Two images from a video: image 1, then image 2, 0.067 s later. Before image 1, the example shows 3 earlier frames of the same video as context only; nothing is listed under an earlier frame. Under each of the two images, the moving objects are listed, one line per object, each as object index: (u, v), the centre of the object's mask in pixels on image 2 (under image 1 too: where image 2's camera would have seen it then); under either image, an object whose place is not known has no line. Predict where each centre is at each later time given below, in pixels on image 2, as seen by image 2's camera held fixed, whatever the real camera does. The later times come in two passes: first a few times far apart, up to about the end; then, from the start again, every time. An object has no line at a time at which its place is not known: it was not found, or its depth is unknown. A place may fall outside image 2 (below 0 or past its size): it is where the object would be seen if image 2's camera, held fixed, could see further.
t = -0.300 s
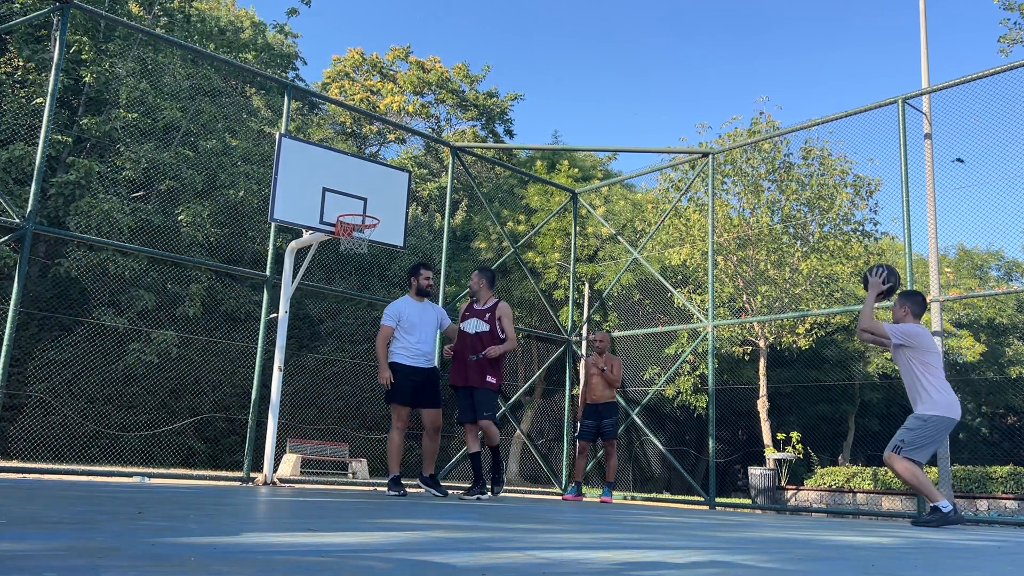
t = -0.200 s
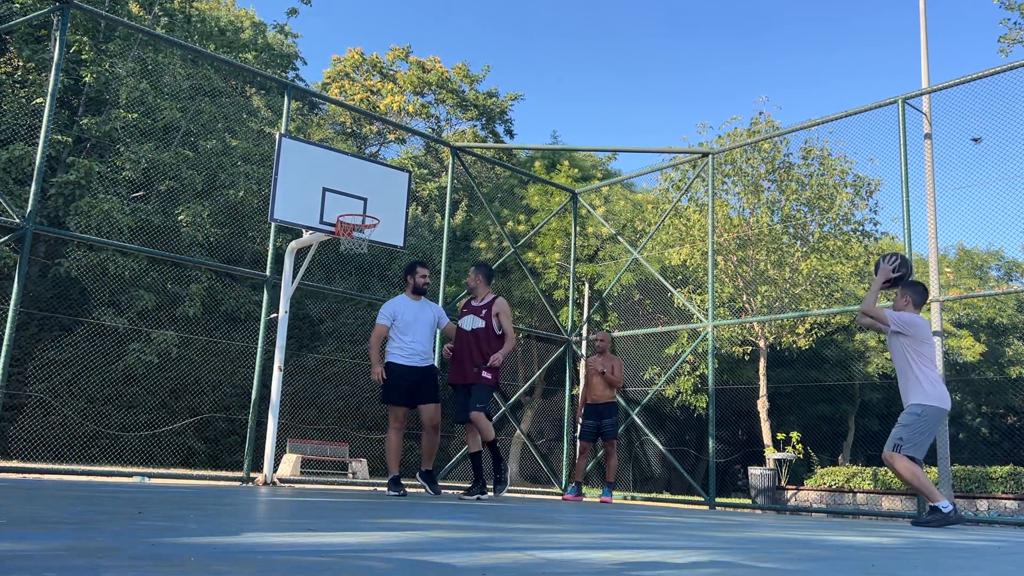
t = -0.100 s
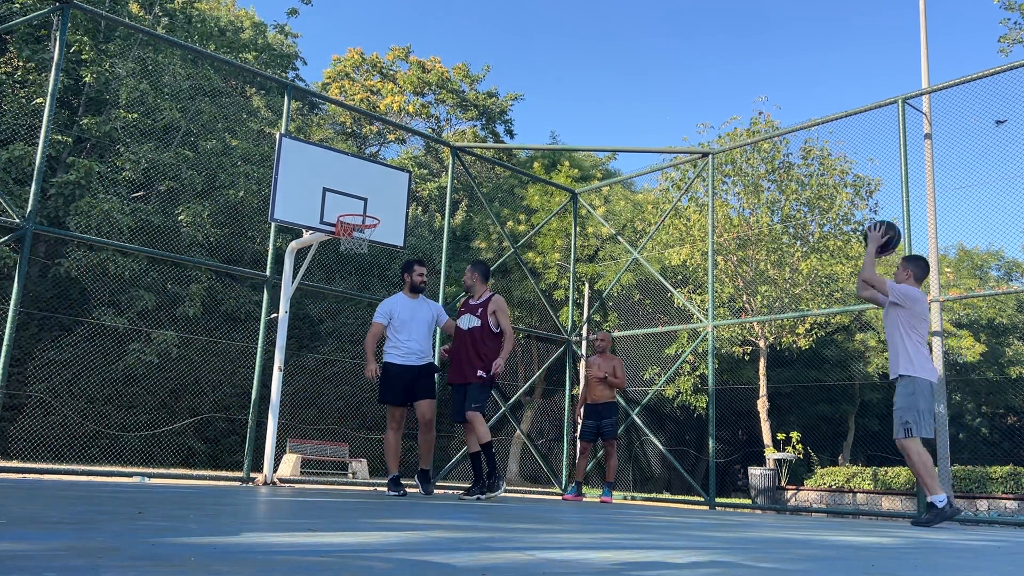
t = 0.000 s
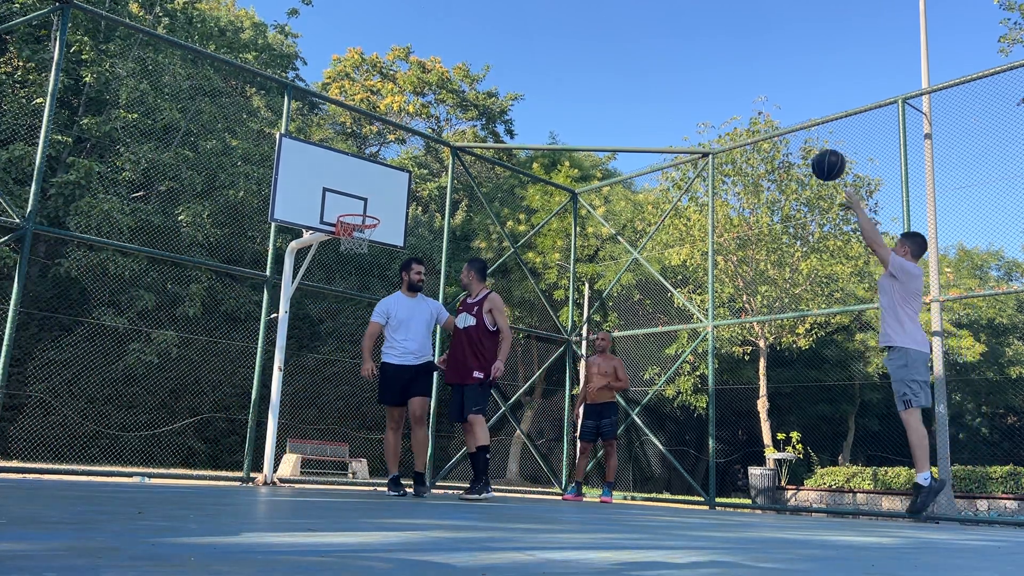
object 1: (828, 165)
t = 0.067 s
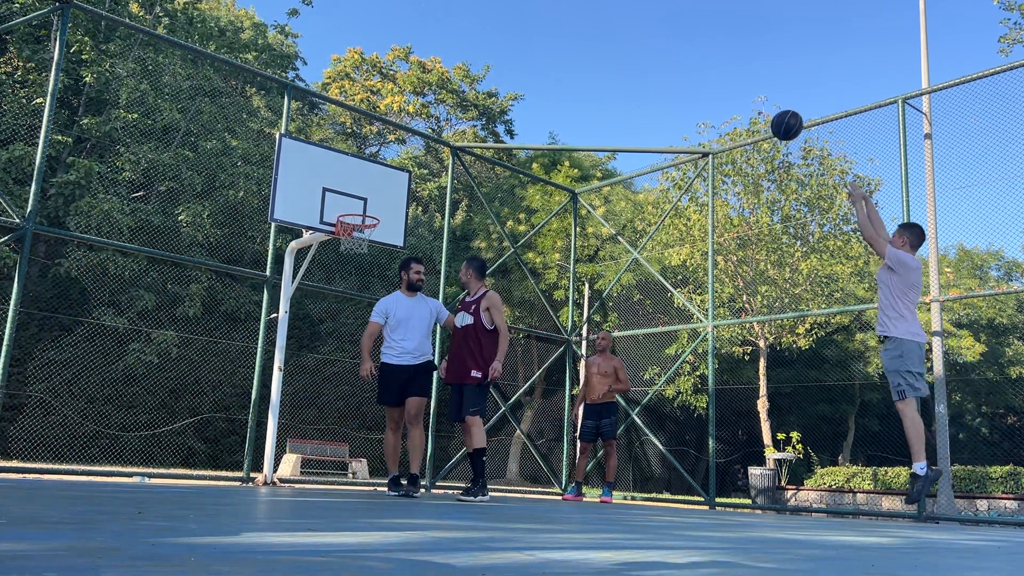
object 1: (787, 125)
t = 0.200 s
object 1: (713, 69)
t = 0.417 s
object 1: (614, 30)
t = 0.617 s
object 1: (537, 36)
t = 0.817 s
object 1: (470, 76)
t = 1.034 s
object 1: (403, 149)
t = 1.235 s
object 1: (363, 191)
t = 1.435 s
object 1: (352, 163)
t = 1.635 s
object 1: (337, 165)
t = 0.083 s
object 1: (777, 117)
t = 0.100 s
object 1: (767, 109)
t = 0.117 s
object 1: (758, 101)
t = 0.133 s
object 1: (748, 94)
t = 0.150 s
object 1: (739, 87)
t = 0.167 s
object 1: (731, 81)
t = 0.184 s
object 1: (722, 75)
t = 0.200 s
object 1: (713, 69)
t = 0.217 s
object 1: (705, 64)
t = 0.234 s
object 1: (696, 60)
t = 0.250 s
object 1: (688, 55)
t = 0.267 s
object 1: (680, 51)
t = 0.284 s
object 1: (672, 48)
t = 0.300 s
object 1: (665, 44)
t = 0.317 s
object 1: (657, 41)
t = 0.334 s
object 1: (650, 39)
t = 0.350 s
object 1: (642, 36)
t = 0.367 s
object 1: (635, 34)
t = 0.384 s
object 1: (628, 32)
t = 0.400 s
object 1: (621, 31)
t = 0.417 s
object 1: (614, 30)
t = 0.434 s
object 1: (607, 29)
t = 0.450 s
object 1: (600, 28)
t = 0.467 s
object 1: (594, 28)
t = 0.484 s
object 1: (587, 28)
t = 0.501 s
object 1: (581, 28)
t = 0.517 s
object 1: (574, 28)
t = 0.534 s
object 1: (568, 29)
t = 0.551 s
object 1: (562, 30)
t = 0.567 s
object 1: (555, 31)
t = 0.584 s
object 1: (549, 32)
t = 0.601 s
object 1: (543, 34)
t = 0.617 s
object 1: (537, 36)
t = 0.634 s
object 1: (531, 38)
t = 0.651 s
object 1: (526, 40)
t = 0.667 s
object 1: (520, 43)
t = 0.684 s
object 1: (514, 46)
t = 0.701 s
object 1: (508, 49)
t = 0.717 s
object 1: (503, 52)
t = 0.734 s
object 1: (497, 55)
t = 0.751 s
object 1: (491, 59)
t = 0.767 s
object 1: (486, 63)
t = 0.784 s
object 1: (480, 67)
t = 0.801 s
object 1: (476, 71)
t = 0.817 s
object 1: (470, 76)
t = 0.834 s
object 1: (464, 80)
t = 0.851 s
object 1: (459, 85)
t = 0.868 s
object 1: (454, 90)
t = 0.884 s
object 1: (449, 95)
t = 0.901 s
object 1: (443, 100)
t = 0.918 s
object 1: (438, 106)
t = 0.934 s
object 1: (434, 111)
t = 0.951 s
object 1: (428, 117)
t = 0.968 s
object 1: (423, 124)
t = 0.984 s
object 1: (419, 129)
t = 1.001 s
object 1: (413, 136)
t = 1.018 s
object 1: (408, 143)
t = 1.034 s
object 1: (403, 149)
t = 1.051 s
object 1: (399, 156)
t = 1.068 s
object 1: (394, 163)
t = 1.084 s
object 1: (389, 171)
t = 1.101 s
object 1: (384, 178)
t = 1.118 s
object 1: (380, 185)
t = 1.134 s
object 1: (375, 193)
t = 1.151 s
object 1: (370, 202)
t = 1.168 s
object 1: (366, 207)
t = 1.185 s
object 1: (365, 203)
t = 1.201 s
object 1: (365, 199)
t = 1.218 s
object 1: (364, 195)
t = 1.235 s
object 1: (363, 191)
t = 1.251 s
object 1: (362, 187)
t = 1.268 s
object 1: (362, 184)
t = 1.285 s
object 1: (361, 181)
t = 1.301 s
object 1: (360, 178)
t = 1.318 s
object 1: (359, 175)
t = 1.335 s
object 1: (358, 172)
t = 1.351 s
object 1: (357, 170)
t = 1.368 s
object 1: (356, 168)
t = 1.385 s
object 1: (355, 166)
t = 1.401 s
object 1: (354, 165)
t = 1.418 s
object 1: (353, 164)
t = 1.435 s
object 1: (352, 163)
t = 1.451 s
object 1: (350, 162)
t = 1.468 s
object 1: (349, 161)
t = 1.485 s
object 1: (348, 160)
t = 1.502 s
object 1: (347, 160)
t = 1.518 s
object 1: (346, 160)
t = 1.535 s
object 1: (345, 160)
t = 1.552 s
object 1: (343, 160)
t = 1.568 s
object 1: (342, 161)
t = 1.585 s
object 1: (341, 161)
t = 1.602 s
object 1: (340, 162)
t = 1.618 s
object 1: (338, 164)
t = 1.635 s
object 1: (337, 165)
